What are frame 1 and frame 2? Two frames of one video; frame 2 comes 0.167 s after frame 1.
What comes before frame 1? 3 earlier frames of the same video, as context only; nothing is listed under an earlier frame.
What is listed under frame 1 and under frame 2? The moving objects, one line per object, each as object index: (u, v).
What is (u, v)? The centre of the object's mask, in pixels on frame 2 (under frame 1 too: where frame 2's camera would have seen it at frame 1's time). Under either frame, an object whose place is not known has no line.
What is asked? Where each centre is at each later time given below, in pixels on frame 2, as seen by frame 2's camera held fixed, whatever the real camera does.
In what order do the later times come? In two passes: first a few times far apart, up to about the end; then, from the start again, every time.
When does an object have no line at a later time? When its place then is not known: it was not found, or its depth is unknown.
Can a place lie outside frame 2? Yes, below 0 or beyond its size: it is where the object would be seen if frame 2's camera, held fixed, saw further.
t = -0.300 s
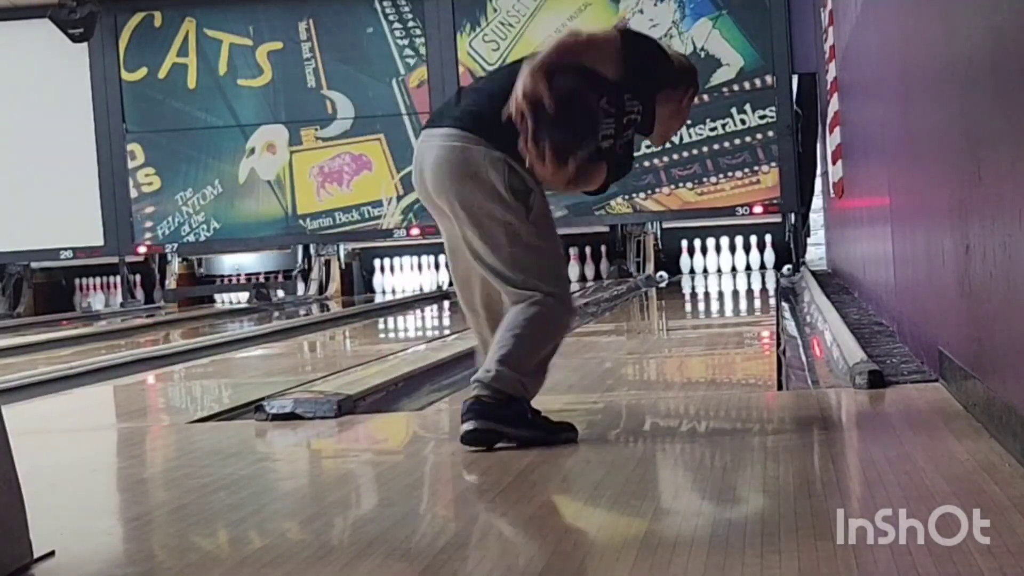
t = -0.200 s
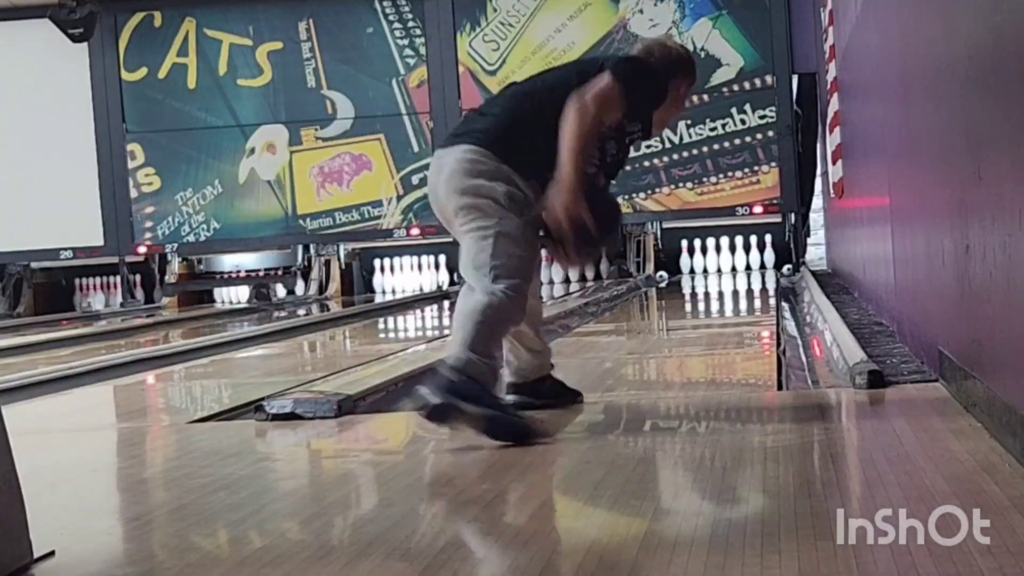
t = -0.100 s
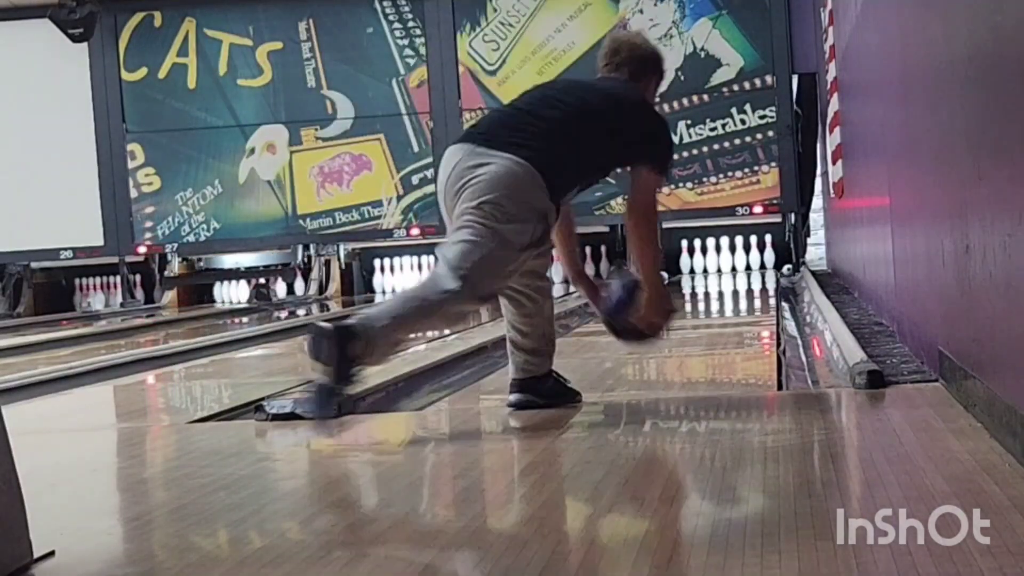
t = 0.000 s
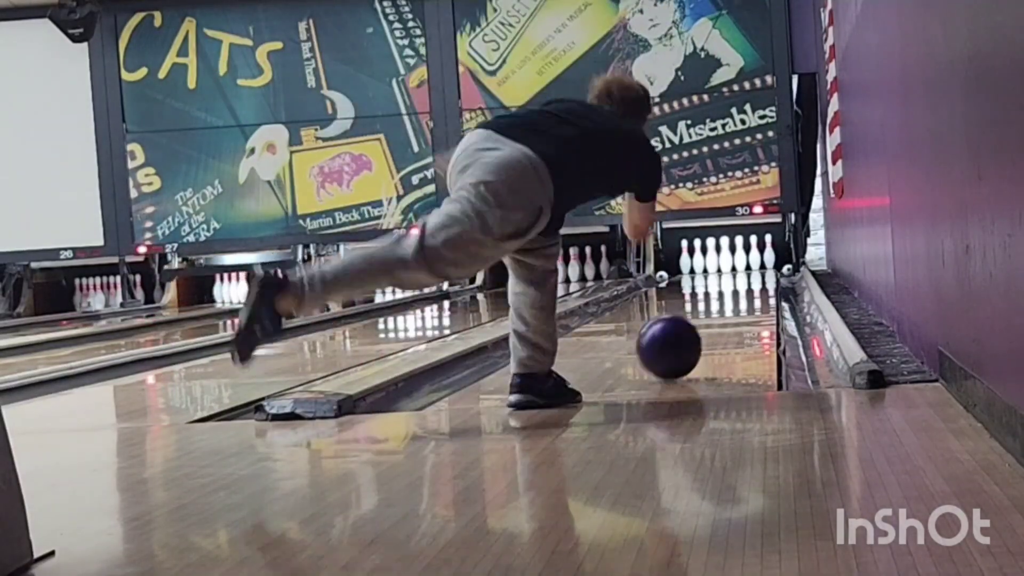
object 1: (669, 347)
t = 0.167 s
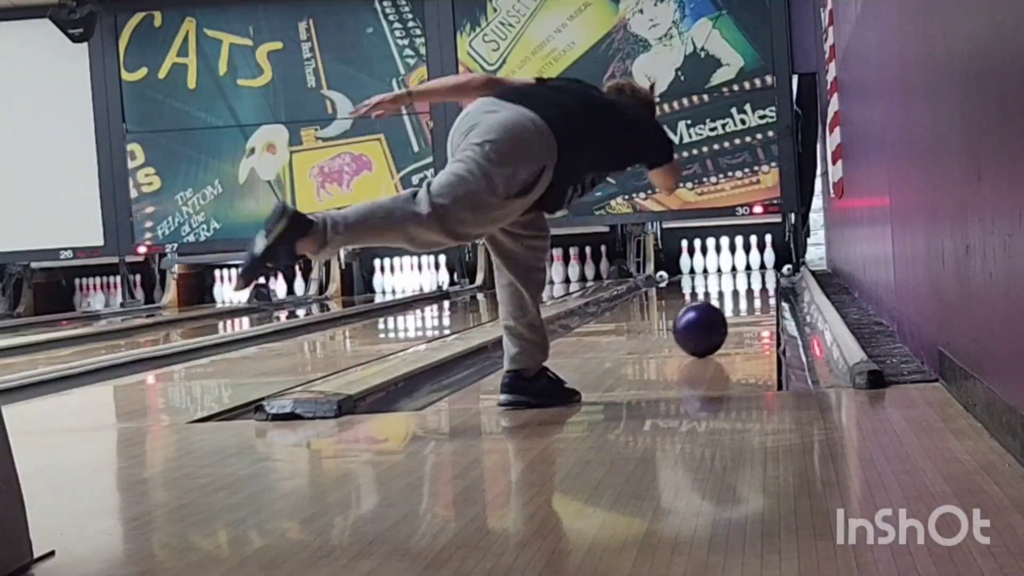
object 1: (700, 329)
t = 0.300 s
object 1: (717, 318)
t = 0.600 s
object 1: (742, 299)
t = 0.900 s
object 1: (756, 287)
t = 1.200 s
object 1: (761, 278)
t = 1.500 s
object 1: (760, 272)
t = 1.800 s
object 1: (755, 268)
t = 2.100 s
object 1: (743, 264)
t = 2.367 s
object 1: (737, 262)
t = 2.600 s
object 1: (744, 260)
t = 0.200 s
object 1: (705, 326)
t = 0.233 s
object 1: (709, 323)
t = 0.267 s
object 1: (713, 320)
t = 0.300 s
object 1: (717, 318)
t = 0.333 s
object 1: (720, 315)
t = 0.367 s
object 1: (724, 313)
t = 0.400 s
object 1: (727, 310)
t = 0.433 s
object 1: (730, 308)
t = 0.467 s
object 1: (732, 306)
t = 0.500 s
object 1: (735, 304)
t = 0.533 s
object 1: (738, 302)
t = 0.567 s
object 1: (740, 300)
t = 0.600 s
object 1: (742, 299)
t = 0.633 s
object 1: (744, 297)
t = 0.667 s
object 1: (746, 295)
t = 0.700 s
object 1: (748, 294)
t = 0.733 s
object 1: (750, 292)
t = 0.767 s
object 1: (751, 291)
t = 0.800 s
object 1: (752, 290)
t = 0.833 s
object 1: (754, 289)
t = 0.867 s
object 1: (755, 288)
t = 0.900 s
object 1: (756, 287)
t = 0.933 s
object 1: (757, 286)
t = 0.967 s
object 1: (758, 285)
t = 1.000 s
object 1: (759, 284)
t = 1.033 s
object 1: (759, 283)
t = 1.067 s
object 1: (760, 281)
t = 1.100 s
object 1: (760, 280)
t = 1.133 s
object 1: (761, 279)
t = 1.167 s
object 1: (761, 279)
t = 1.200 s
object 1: (761, 278)
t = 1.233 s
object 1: (761, 277)
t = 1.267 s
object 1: (761, 276)
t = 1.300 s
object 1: (761, 275)
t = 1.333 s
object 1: (761, 275)
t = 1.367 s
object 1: (761, 274)
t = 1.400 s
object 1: (761, 274)
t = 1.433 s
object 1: (761, 273)
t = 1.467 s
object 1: (761, 272)
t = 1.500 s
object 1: (760, 272)
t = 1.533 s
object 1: (760, 271)
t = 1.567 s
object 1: (759, 270)
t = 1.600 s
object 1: (759, 270)
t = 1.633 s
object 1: (758, 269)
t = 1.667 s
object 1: (758, 269)
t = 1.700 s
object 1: (757, 268)
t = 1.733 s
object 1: (756, 268)
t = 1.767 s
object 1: (755, 268)
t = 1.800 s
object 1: (755, 268)
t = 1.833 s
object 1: (753, 267)
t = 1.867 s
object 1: (753, 266)
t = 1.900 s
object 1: (752, 266)
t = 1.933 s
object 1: (750, 265)
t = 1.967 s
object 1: (749, 265)
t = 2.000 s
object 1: (747, 265)
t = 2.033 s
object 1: (746, 265)
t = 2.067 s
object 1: (744, 264)
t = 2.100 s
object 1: (743, 264)
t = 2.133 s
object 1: (742, 264)
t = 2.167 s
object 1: (741, 264)
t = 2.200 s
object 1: (738, 263)
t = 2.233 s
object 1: (737, 263)
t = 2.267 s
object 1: (736, 263)
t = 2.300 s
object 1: (736, 263)
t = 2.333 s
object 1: (737, 262)
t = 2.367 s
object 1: (737, 262)
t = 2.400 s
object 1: (737, 262)
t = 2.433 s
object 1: (739, 261)
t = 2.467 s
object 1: (740, 262)
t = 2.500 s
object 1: (741, 261)
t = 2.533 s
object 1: (743, 263)
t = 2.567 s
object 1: (743, 261)
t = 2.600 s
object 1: (744, 260)
